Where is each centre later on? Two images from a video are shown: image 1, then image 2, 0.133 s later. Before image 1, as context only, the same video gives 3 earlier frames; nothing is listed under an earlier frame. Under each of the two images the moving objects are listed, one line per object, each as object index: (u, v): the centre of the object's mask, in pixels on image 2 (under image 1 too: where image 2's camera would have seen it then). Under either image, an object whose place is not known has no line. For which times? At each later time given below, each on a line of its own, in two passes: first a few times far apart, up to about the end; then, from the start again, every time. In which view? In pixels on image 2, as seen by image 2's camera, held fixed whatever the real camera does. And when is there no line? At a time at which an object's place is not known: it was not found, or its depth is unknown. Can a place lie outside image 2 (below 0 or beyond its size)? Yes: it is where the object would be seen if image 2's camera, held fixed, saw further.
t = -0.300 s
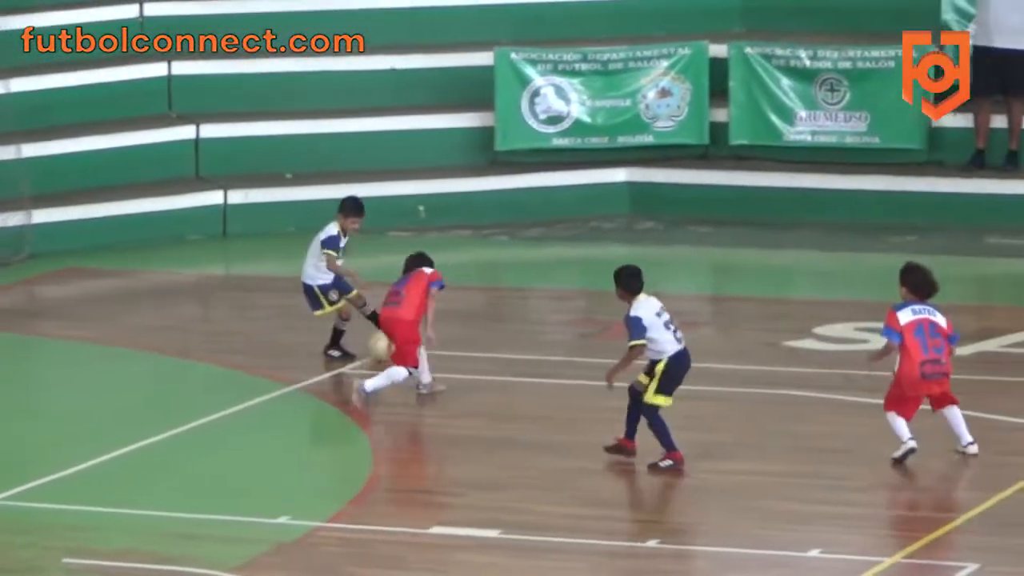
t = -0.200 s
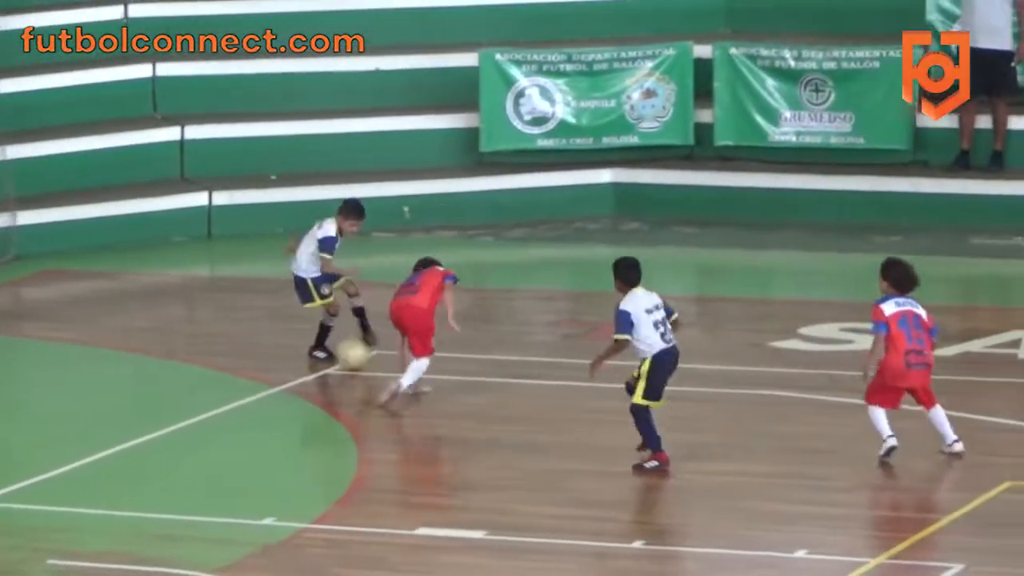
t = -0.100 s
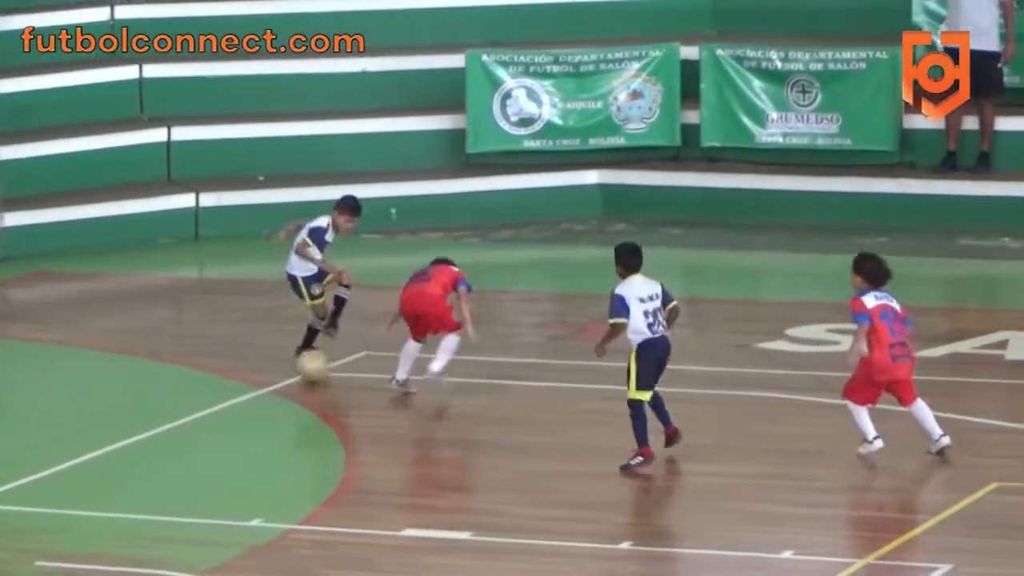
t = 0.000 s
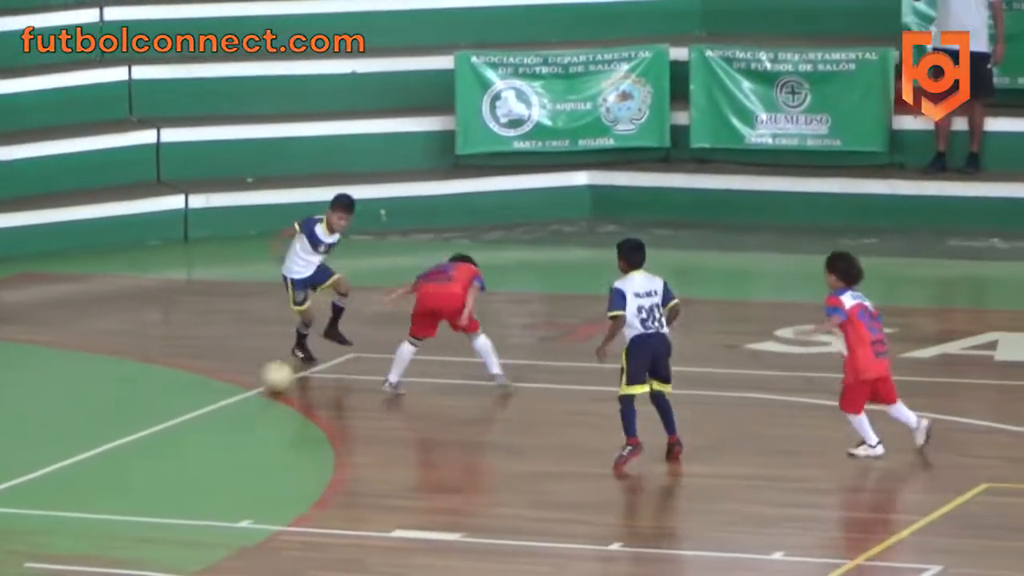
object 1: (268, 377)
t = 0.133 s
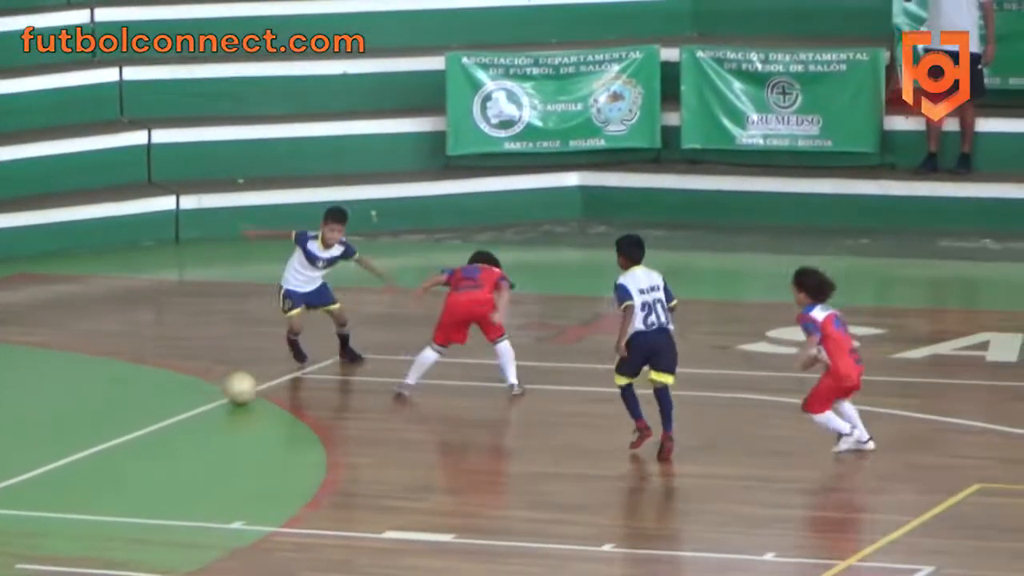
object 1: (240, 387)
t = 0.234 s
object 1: (220, 394)
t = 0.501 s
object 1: (164, 415)
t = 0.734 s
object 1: (112, 434)
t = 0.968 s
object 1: (57, 452)
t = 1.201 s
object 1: (0, 472)
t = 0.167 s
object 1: (234, 390)
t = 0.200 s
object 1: (227, 392)
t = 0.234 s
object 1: (220, 394)
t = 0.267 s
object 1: (214, 396)
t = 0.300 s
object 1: (207, 399)
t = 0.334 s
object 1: (200, 402)
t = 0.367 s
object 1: (193, 405)
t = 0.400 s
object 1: (186, 407)
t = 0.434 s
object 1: (179, 410)
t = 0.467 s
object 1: (171, 413)
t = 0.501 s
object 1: (164, 415)
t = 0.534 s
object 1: (156, 418)
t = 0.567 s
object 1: (149, 420)
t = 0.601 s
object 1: (142, 422)
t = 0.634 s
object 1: (135, 425)
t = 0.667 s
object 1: (127, 429)
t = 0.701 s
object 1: (120, 431)
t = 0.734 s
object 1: (112, 434)
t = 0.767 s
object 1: (104, 437)
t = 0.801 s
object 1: (96, 439)
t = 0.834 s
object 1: (88, 442)
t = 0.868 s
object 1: (81, 444)
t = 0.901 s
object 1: (73, 447)
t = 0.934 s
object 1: (65, 450)
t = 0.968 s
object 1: (57, 452)
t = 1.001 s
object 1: (48, 456)
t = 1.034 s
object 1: (41, 458)
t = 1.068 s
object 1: (33, 461)
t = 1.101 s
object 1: (25, 463)
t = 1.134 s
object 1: (16, 466)
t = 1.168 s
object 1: (9, 469)
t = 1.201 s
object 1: (0, 472)
